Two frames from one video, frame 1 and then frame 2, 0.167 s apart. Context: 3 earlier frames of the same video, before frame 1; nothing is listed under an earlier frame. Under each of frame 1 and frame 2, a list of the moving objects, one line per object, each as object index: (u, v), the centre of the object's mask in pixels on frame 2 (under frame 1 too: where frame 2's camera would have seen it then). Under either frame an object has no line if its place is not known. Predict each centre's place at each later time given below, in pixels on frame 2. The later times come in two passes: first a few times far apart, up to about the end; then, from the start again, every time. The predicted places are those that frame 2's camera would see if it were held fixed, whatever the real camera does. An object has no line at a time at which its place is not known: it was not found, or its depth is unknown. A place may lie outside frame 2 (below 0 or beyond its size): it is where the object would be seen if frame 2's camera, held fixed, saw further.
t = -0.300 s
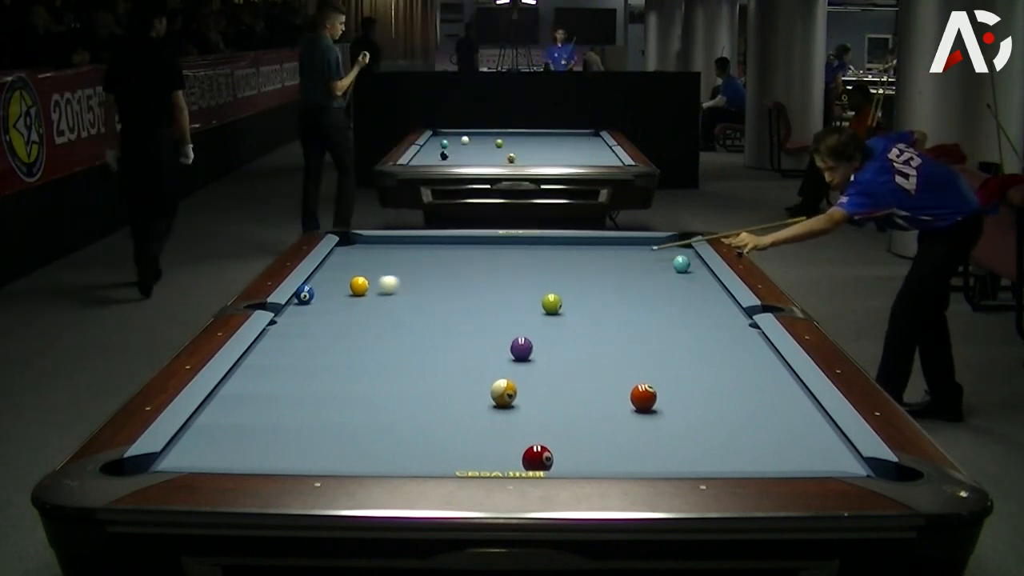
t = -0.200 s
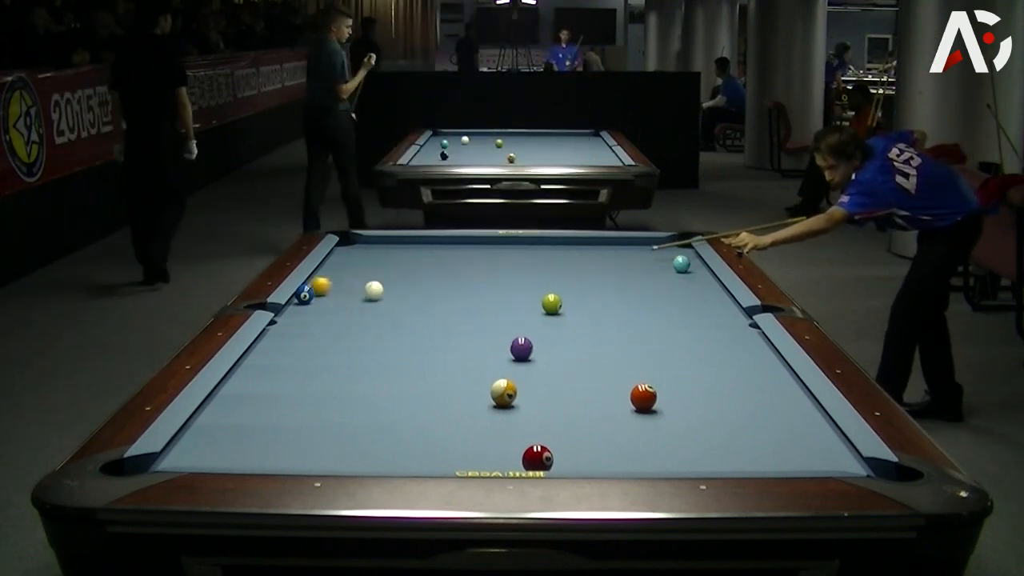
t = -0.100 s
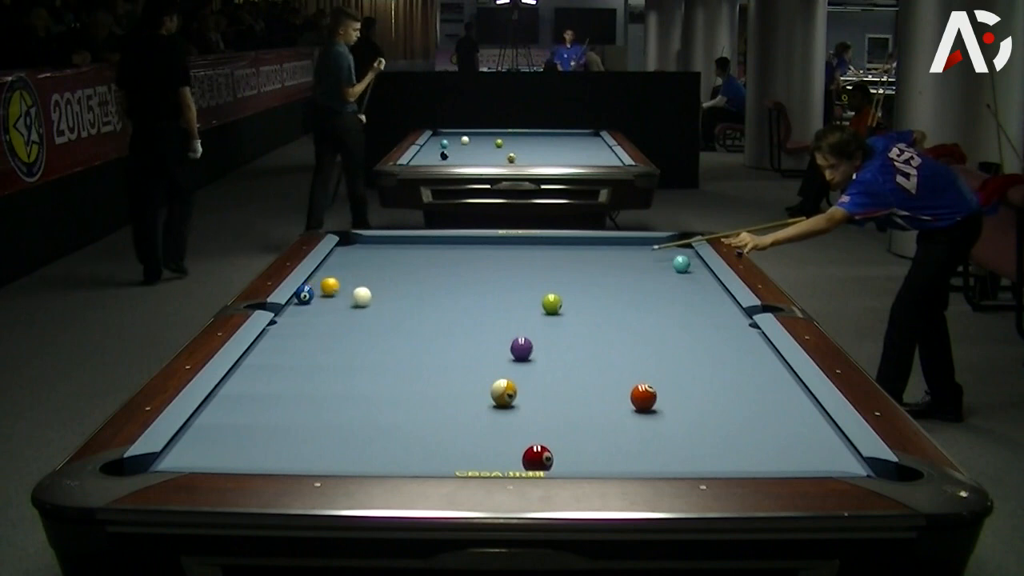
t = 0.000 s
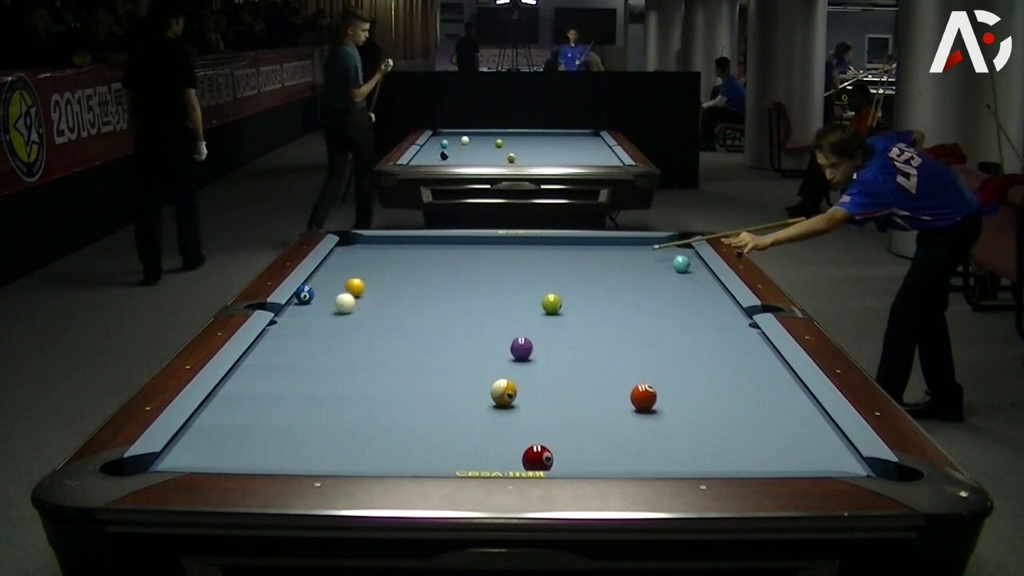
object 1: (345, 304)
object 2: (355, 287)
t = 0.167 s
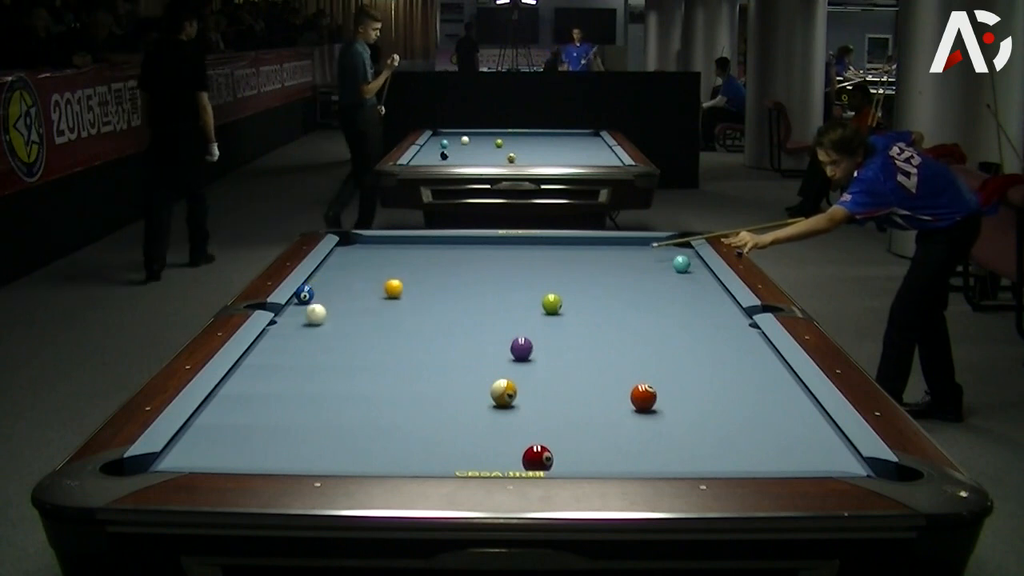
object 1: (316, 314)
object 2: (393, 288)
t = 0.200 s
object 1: (309, 317)
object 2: (401, 288)
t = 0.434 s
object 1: (275, 334)
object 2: (455, 290)
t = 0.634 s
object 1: (278, 347)
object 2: (501, 291)
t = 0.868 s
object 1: (282, 364)
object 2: (553, 289)
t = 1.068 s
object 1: (285, 380)
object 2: (596, 293)
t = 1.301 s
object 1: (289, 400)
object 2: (645, 294)
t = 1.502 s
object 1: (292, 418)
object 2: (687, 295)
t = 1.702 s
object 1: (297, 437)
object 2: (721, 296)
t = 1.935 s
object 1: (302, 458)
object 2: (696, 297)
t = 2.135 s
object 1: (317, 457)
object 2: (677, 297)
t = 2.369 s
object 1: (340, 446)
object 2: (656, 297)
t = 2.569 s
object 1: (358, 435)
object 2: (638, 297)
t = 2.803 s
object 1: (376, 424)
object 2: (619, 298)
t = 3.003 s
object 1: (390, 415)
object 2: (604, 298)
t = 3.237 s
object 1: (405, 406)
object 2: (587, 298)
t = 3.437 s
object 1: (417, 399)
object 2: (575, 298)
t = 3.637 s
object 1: (427, 393)
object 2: (564, 297)
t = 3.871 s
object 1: (439, 387)
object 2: (549, 292)
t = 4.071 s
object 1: (447, 382)
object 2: (539, 297)
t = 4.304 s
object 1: (456, 377)
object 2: (531, 298)
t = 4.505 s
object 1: (463, 373)
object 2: (523, 298)
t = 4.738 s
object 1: (470, 369)
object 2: (515, 298)
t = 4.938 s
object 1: (475, 366)
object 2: (510, 298)
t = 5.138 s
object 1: (480, 364)
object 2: (506, 298)
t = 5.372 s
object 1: (484, 361)
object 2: (502, 298)
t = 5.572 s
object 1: (488, 359)
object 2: (499, 298)
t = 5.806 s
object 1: (491, 358)
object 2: (498, 298)
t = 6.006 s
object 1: (492, 357)
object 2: (498, 298)
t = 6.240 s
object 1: (494, 356)
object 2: (498, 298)
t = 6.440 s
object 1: (495, 355)
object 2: (498, 298)
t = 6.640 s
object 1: (495, 354)
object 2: (498, 298)
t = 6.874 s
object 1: (495, 354)
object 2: (498, 298)
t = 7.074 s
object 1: (494, 353)
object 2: (498, 298)
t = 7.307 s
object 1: (494, 353)
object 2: (498, 298)
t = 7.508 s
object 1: (494, 353)
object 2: (498, 298)
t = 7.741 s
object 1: (494, 353)
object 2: (498, 298)
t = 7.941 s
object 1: (494, 353)
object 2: (498, 298)
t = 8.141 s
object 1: (494, 353)
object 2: (498, 298)
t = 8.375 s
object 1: (494, 353)
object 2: (498, 298)
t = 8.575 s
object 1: (494, 353)
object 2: (498, 298)
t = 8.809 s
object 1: (494, 353)
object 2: (498, 298)
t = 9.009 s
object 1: (494, 353)
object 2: (498, 298)
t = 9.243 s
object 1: (494, 353)
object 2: (498, 298)
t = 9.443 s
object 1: (494, 353)
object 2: (498, 298)
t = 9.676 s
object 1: (494, 353)
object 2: (498, 298)
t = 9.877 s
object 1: (494, 353)
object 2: (498, 298)
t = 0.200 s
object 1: (309, 317)
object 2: (401, 288)
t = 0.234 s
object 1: (303, 319)
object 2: (409, 289)
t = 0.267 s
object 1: (297, 322)
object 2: (416, 289)
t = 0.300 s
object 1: (291, 324)
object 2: (425, 289)
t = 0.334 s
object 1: (284, 326)
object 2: (432, 289)
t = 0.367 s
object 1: (278, 329)
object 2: (439, 290)
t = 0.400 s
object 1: (274, 332)
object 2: (447, 290)
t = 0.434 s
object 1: (275, 334)
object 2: (455, 290)
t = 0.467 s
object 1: (276, 336)
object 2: (462, 290)
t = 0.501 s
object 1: (276, 338)
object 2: (470, 290)
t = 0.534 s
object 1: (277, 340)
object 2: (478, 291)
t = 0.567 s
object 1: (277, 342)
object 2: (485, 291)
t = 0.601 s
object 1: (278, 345)
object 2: (493, 291)
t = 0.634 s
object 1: (278, 347)
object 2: (501, 291)
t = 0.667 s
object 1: (279, 350)
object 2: (508, 291)
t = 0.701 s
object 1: (279, 352)
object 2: (515, 291)
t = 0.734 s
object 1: (280, 354)
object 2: (523, 292)
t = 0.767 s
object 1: (280, 357)
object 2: (530, 292)
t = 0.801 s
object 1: (280, 359)
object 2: (537, 291)
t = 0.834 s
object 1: (281, 362)
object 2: (544, 290)
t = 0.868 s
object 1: (282, 364)
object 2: (553, 289)
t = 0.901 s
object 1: (282, 367)
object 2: (561, 291)
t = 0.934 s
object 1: (282, 369)
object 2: (567, 292)
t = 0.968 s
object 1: (283, 372)
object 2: (574, 293)
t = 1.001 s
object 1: (284, 375)
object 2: (582, 293)
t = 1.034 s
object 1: (284, 377)
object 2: (589, 293)
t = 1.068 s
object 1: (285, 380)
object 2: (596, 293)
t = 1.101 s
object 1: (285, 383)
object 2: (603, 293)
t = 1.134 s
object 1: (286, 385)
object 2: (610, 294)
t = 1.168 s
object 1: (286, 388)
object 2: (617, 294)
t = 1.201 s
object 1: (287, 391)
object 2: (624, 294)
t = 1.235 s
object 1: (287, 394)
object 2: (631, 294)
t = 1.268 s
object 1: (288, 397)
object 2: (638, 294)
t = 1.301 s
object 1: (289, 400)
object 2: (645, 294)
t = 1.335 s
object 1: (289, 403)
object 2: (652, 295)
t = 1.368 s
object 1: (290, 406)
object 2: (659, 295)
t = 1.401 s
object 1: (290, 409)
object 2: (666, 295)
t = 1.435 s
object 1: (291, 412)
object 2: (673, 295)
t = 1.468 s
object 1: (292, 415)
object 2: (680, 295)
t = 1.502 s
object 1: (292, 418)
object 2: (687, 295)
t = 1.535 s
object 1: (293, 421)
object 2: (694, 295)
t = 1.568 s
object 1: (294, 424)
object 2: (700, 295)
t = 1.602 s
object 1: (294, 427)
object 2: (707, 296)
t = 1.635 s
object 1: (295, 431)
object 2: (713, 296)
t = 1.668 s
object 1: (296, 434)
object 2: (720, 296)
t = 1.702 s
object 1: (297, 437)
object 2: (721, 296)
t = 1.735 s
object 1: (297, 441)
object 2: (717, 296)
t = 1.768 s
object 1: (298, 444)
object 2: (713, 296)
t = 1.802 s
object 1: (299, 448)
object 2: (710, 296)
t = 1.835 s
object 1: (299, 451)
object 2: (706, 296)
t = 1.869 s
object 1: (300, 454)
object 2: (703, 296)
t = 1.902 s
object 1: (301, 456)
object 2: (700, 296)
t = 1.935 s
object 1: (302, 458)
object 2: (696, 297)
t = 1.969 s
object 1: (302, 460)
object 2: (693, 296)
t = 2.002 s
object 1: (303, 461)
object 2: (690, 297)
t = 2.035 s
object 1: (307, 460)
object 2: (686, 297)
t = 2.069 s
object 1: (311, 459)
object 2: (683, 297)
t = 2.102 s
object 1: (314, 458)
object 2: (680, 297)
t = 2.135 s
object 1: (317, 457)
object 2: (677, 297)
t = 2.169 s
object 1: (321, 455)
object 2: (674, 297)
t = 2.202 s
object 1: (324, 454)
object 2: (671, 297)
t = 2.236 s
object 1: (327, 453)
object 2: (668, 297)
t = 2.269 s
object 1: (330, 452)
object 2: (665, 297)
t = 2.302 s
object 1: (334, 449)
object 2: (662, 297)
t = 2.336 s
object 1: (337, 448)
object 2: (659, 297)
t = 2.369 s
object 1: (340, 446)
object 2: (656, 297)
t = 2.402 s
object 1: (343, 444)
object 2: (653, 297)
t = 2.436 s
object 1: (346, 442)
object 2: (650, 297)
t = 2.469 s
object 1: (349, 440)
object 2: (647, 297)
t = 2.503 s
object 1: (352, 439)
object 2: (644, 297)
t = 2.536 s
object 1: (355, 436)
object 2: (641, 297)
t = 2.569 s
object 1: (358, 435)
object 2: (638, 297)
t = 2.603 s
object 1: (360, 433)
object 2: (635, 297)
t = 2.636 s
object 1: (363, 432)
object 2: (633, 297)
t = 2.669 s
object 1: (366, 430)
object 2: (630, 297)
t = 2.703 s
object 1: (368, 428)
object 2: (627, 297)
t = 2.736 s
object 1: (371, 427)
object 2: (624, 297)
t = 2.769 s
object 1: (373, 425)
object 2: (622, 297)
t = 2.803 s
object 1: (376, 424)
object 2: (619, 298)
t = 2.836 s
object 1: (378, 422)
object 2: (617, 298)
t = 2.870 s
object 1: (381, 421)
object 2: (614, 298)
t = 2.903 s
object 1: (383, 420)
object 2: (612, 298)
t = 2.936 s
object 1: (385, 418)
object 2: (609, 298)
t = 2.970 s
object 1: (388, 417)
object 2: (606, 298)
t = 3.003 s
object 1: (390, 415)
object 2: (604, 298)
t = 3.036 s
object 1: (392, 414)
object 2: (602, 298)
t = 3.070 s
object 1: (395, 413)
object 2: (600, 298)
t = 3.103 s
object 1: (397, 411)
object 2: (597, 298)
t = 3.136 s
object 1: (399, 410)
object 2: (595, 298)
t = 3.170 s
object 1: (401, 409)
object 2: (592, 298)
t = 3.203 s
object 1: (403, 408)
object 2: (590, 298)
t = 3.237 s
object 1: (405, 406)
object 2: (587, 298)
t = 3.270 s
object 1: (407, 405)
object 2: (586, 298)
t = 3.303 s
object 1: (409, 404)
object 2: (583, 298)
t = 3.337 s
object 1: (411, 403)
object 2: (581, 298)
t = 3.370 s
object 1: (413, 402)
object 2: (579, 298)
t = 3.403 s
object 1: (415, 401)
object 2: (577, 298)
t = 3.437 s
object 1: (417, 399)
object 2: (575, 298)
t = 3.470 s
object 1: (419, 398)
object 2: (573, 298)
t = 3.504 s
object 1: (420, 397)
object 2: (571, 298)
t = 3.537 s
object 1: (422, 396)
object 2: (569, 298)
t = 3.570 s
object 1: (424, 395)
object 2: (567, 297)
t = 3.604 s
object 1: (426, 394)
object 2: (566, 297)
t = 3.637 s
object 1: (427, 393)
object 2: (564, 297)
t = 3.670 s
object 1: (429, 392)
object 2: (563, 296)
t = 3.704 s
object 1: (431, 391)
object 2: (561, 296)
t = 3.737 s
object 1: (432, 390)
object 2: (560, 296)
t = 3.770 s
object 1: (434, 390)
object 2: (558, 295)
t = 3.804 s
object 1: (436, 389)
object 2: (557, 294)
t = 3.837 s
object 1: (437, 388)
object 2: (555, 293)
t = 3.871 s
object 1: (439, 387)
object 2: (549, 292)
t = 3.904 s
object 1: (440, 386)
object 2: (546, 293)
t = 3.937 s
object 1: (441, 385)
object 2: (544, 294)
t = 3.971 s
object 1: (443, 384)
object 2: (542, 295)
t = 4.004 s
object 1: (444, 383)
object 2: (541, 295)
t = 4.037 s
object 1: (446, 383)
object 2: (540, 297)
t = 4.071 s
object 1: (447, 382)
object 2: (539, 297)
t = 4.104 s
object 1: (448, 381)
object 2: (537, 297)
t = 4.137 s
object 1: (450, 380)
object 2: (536, 298)
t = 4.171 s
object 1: (451, 380)
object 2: (535, 298)
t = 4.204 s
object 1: (452, 379)
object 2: (534, 298)
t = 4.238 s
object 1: (454, 378)
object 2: (533, 298)
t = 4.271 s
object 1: (455, 378)
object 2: (532, 298)
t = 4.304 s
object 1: (456, 377)
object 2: (531, 298)
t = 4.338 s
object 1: (457, 376)
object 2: (529, 298)
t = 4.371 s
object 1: (459, 376)
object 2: (528, 298)
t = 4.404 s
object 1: (460, 375)
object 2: (527, 298)
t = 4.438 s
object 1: (461, 374)
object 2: (525, 298)
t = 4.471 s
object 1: (462, 374)
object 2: (524, 298)
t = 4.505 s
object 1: (463, 373)
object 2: (523, 298)
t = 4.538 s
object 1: (464, 372)
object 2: (522, 298)
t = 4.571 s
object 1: (465, 372)
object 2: (521, 298)
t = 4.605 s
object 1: (466, 371)
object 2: (520, 298)
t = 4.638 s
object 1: (467, 371)
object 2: (518, 298)
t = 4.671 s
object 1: (468, 370)
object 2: (517, 298)
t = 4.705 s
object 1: (469, 370)
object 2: (516, 298)
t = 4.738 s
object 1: (470, 369)
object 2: (515, 298)
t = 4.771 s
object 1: (471, 369)
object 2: (515, 298)
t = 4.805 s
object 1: (472, 368)
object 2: (514, 298)
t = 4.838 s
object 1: (473, 368)
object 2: (512, 298)
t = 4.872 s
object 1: (474, 367)
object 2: (512, 298)
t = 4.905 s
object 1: (474, 367)
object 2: (511, 298)
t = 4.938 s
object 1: (475, 366)
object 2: (510, 298)
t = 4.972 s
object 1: (476, 366)
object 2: (509, 298)
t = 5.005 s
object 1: (477, 365)
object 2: (508, 298)
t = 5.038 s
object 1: (478, 365)
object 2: (508, 298)
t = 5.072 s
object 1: (478, 365)
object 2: (507, 298)
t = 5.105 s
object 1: (479, 364)
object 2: (506, 298)
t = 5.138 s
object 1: (480, 364)
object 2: (506, 298)
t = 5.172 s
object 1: (481, 363)
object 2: (505, 298)
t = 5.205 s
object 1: (481, 363)
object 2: (504, 298)
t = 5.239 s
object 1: (482, 362)
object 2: (503, 298)
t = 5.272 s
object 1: (482, 362)
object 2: (503, 298)
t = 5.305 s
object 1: (483, 362)
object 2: (502, 298)
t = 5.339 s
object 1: (484, 361)
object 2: (502, 298)
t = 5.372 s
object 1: (484, 361)
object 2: (502, 298)
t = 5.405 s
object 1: (485, 361)
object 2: (501, 298)
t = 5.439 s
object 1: (485, 360)
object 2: (501, 298)
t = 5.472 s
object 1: (486, 360)
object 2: (500, 298)
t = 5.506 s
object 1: (487, 360)
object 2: (500, 298)
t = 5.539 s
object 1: (487, 360)
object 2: (500, 298)
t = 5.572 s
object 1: (488, 359)
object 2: (499, 298)
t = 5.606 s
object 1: (488, 359)
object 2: (499, 298)
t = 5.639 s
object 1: (488, 359)
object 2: (499, 298)
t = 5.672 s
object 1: (489, 359)
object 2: (499, 298)
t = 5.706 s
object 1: (489, 358)
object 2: (498, 298)
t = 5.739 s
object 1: (490, 358)
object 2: (498, 298)
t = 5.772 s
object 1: (490, 358)
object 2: (498, 298)
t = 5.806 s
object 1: (491, 358)
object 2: (498, 298)
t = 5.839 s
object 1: (491, 358)
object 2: (498, 298)
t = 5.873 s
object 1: (491, 358)
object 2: (498, 298)
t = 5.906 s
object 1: (491, 358)
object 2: (498, 298)
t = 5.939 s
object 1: (492, 357)
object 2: (498, 298)
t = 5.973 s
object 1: (492, 357)
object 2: (498, 298)
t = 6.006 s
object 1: (492, 357)
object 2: (498, 298)
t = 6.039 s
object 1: (492, 357)
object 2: (498, 298)
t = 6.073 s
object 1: (493, 357)
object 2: (498, 298)
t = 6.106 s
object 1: (493, 356)
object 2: (498, 298)
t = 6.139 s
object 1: (493, 356)
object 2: (498, 298)
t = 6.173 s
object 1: (494, 356)
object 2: (498, 298)
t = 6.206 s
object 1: (494, 356)
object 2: (498, 298)
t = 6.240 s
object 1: (494, 356)
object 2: (498, 298)
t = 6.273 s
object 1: (494, 356)
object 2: (498, 298)
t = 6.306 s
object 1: (494, 356)
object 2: (498, 298)
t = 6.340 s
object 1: (494, 356)
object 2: (498, 298)
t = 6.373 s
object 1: (495, 355)
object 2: (498, 298)
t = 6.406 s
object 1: (495, 355)
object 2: (498, 298)
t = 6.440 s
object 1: (495, 355)
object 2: (498, 298)
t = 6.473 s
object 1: (495, 355)
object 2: (498, 298)
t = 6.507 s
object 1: (495, 355)
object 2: (498, 298)
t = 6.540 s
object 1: (495, 355)
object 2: (498, 298)
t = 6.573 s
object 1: (495, 355)
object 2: (498, 298)
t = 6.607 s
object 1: (495, 354)
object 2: (498, 298)
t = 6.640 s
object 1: (495, 354)
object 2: (498, 298)
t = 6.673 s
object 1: (495, 354)
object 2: (498, 298)
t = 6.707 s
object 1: (495, 354)
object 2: (498, 298)
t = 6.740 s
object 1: (495, 354)
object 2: (498, 298)
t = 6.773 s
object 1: (495, 354)
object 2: (498, 298)
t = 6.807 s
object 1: (495, 354)
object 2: (498, 298)
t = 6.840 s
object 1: (495, 354)
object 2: (498, 298)
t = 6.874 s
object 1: (495, 354)
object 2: (498, 298)
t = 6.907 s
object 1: (495, 354)
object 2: (498, 298)
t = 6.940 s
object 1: (495, 354)
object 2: (498, 298)
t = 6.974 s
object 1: (495, 354)
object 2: (498, 298)
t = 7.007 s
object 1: (494, 353)
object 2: (498, 298)
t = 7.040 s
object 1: (494, 353)
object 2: (498, 298)
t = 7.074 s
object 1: (494, 353)
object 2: (498, 298)
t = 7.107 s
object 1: (494, 353)
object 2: (498, 298)
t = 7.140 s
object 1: (494, 353)
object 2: (498, 298)
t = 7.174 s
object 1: (494, 353)
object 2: (498, 298)
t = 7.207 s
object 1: (494, 353)
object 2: (498, 298)
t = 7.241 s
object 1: (494, 353)
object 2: (498, 298)
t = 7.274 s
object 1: (494, 353)
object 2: (498, 298)
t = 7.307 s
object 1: (494, 353)
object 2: (498, 298)
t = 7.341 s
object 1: (494, 353)
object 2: (498, 298)
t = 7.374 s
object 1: (494, 353)
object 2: (498, 298)
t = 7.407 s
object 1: (494, 353)
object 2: (498, 298)
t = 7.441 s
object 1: (494, 353)
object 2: (498, 298)
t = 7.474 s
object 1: (494, 353)
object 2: (498, 298)
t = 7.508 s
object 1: (494, 353)
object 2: (498, 298)
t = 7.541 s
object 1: (494, 353)
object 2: (498, 298)
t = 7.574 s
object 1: (494, 353)
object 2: (498, 298)
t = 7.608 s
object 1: (494, 353)
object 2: (498, 298)
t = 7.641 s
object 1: (494, 353)
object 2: (498, 298)
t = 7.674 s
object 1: (494, 353)
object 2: (498, 298)
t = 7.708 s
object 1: (494, 353)
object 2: (498, 298)
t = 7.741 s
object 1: (494, 353)
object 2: (498, 298)
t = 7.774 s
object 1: (494, 353)
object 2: (498, 298)
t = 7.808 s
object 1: (494, 353)
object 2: (498, 298)
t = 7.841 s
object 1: (494, 353)
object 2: (498, 298)
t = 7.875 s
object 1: (494, 353)
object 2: (498, 298)
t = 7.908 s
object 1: (494, 353)
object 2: (498, 298)
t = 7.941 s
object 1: (494, 353)
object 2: (498, 298)
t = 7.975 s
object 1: (494, 353)
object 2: (498, 298)
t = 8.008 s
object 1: (494, 353)
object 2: (498, 298)
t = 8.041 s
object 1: (494, 353)
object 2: (498, 298)
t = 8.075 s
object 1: (494, 353)
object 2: (498, 298)
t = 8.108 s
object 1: (494, 353)
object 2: (498, 298)
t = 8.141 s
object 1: (494, 353)
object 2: (498, 298)
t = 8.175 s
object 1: (494, 353)
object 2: (498, 298)
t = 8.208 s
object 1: (494, 353)
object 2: (498, 298)
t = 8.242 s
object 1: (494, 353)
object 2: (498, 298)
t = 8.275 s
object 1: (494, 353)
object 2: (498, 298)
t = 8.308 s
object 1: (494, 353)
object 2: (498, 298)
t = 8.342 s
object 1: (494, 353)
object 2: (498, 298)
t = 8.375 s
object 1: (494, 353)
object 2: (498, 298)
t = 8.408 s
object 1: (494, 353)
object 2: (498, 298)
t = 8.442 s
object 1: (494, 353)
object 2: (498, 298)
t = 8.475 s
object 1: (494, 353)
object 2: (498, 298)
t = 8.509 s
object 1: (494, 353)
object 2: (498, 298)
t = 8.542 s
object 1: (494, 353)
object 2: (498, 298)
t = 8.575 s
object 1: (494, 353)
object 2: (498, 298)
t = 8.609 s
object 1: (494, 353)
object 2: (498, 298)
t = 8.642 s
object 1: (494, 353)
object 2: (498, 298)
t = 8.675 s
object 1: (494, 353)
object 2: (498, 298)
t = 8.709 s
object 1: (494, 353)
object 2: (498, 298)
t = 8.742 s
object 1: (494, 353)
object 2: (498, 298)
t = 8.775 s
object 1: (494, 353)
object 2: (498, 298)
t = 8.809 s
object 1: (494, 353)
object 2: (498, 298)
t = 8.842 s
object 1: (494, 353)
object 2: (498, 298)
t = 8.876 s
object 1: (494, 353)
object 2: (498, 298)
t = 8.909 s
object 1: (494, 353)
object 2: (498, 298)
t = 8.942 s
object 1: (494, 353)
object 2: (498, 298)
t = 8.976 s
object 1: (494, 353)
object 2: (498, 298)
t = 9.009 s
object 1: (494, 353)
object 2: (498, 298)
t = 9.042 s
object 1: (494, 353)
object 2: (498, 298)
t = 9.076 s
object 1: (494, 353)
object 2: (498, 298)
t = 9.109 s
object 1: (494, 353)
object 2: (498, 298)
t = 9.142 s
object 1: (494, 353)
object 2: (498, 298)
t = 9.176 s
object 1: (494, 353)
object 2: (498, 298)
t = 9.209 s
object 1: (494, 353)
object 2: (498, 298)
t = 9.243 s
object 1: (494, 353)
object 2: (498, 298)
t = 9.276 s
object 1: (494, 353)
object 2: (498, 298)
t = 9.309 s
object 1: (494, 353)
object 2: (498, 298)
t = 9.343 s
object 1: (494, 353)
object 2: (498, 298)
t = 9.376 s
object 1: (494, 353)
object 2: (498, 298)
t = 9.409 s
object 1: (494, 353)
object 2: (498, 298)
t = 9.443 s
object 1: (494, 353)
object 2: (498, 298)
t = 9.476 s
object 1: (494, 353)
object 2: (498, 298)
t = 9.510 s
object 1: (494, 353)
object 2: (498, 298)
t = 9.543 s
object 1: (494, 353)
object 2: (498, 298)
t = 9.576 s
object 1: (494, 353)
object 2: (498, 298)
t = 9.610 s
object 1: (494, 353)
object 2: (498, 298)
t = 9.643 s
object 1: (494, 353)
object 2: (498, 298)
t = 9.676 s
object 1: (494, 353)
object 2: (498, 298)
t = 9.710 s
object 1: (494, 353)
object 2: (498, 298)
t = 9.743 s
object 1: (494, 353)
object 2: (498, 298)
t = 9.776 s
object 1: (494, 353)
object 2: (498, 298)
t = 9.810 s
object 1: (494, 353)
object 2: (498, 298)
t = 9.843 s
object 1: (494, 353)
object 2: (498, 298)
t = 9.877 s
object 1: (494, 353)
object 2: (498, 298)
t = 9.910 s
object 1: (494, 353)
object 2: (498, 298)
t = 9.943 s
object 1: (494, 353)
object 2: (498, 298)
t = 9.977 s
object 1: (494, 353)
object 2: (498, 298)
